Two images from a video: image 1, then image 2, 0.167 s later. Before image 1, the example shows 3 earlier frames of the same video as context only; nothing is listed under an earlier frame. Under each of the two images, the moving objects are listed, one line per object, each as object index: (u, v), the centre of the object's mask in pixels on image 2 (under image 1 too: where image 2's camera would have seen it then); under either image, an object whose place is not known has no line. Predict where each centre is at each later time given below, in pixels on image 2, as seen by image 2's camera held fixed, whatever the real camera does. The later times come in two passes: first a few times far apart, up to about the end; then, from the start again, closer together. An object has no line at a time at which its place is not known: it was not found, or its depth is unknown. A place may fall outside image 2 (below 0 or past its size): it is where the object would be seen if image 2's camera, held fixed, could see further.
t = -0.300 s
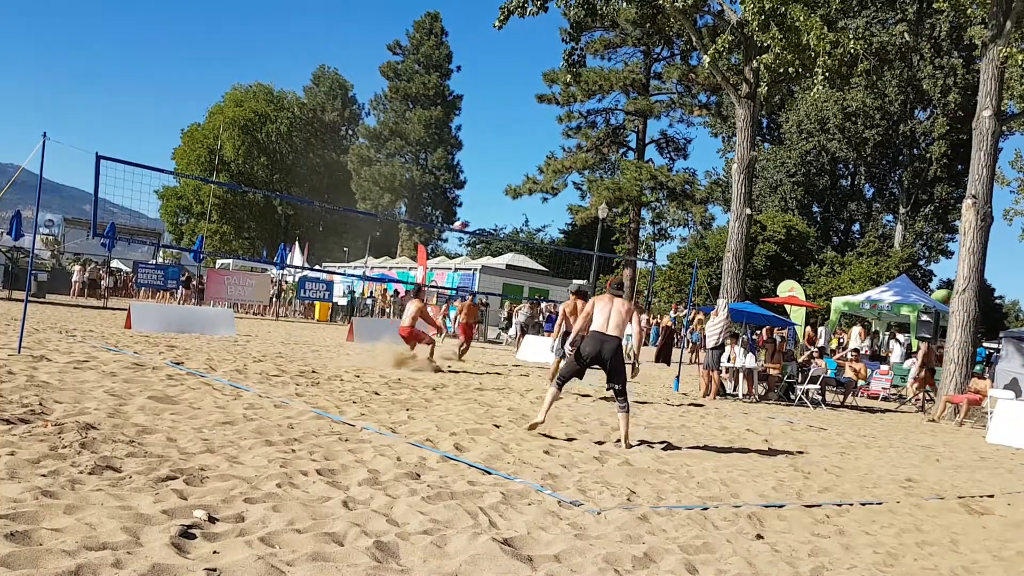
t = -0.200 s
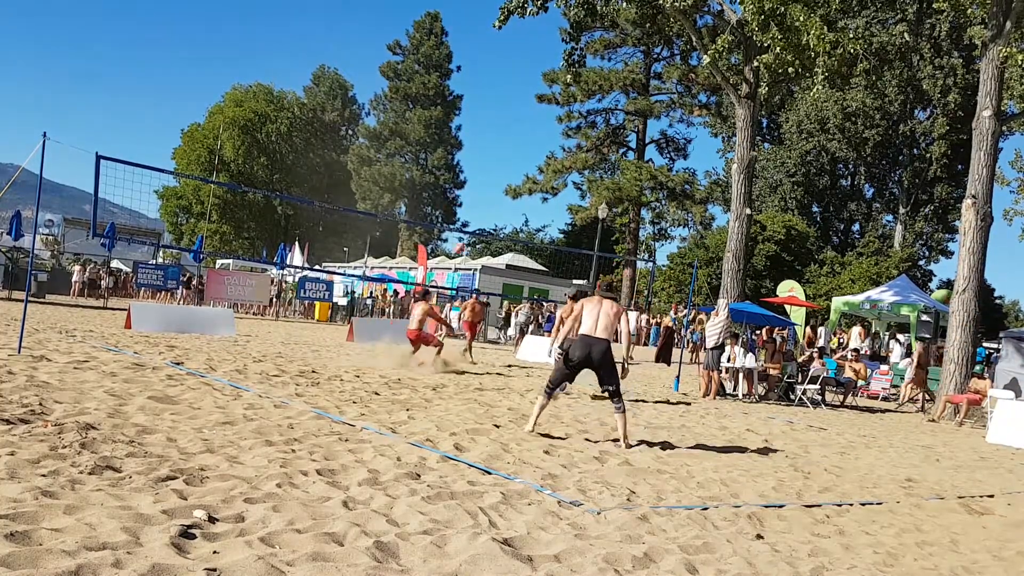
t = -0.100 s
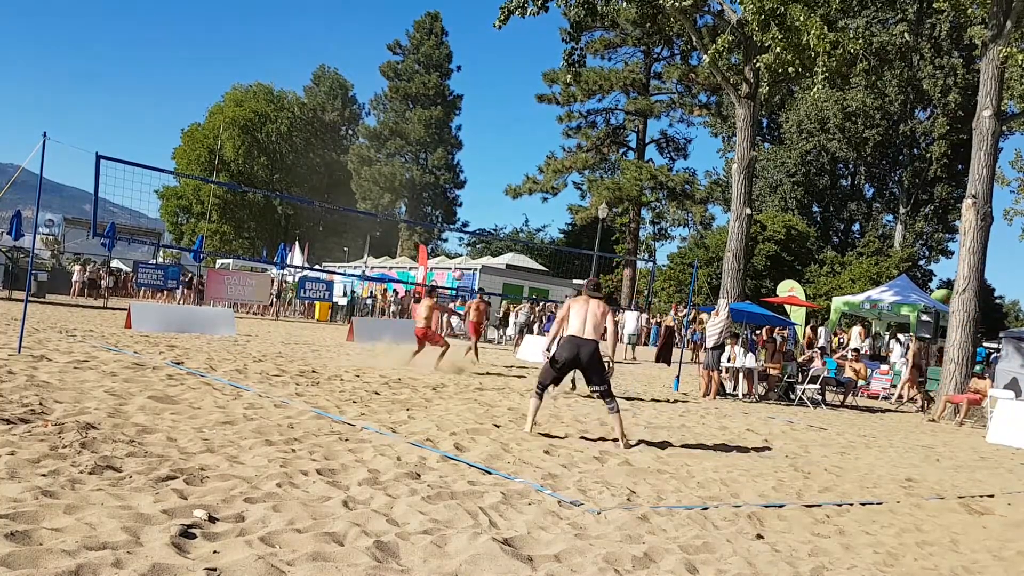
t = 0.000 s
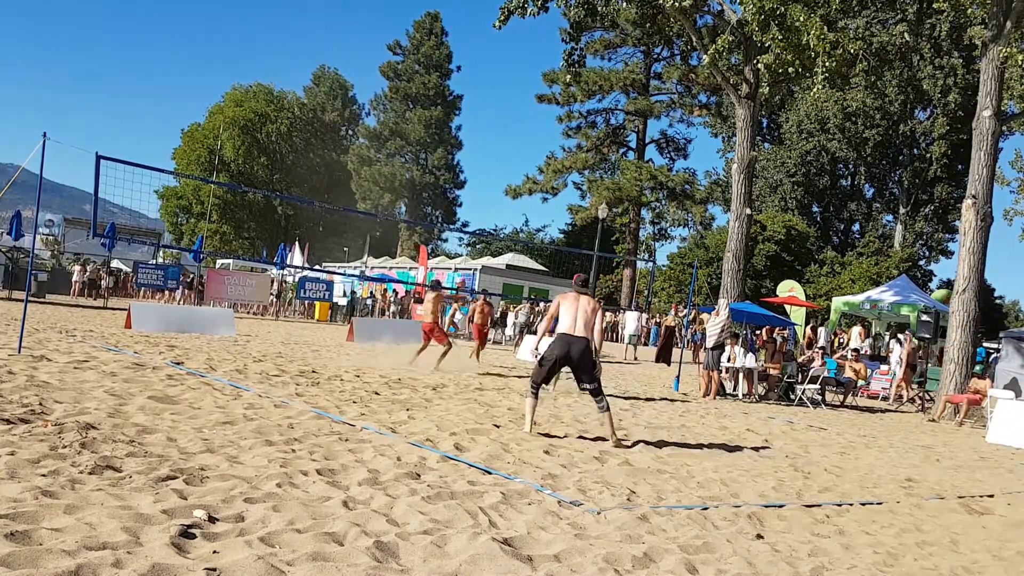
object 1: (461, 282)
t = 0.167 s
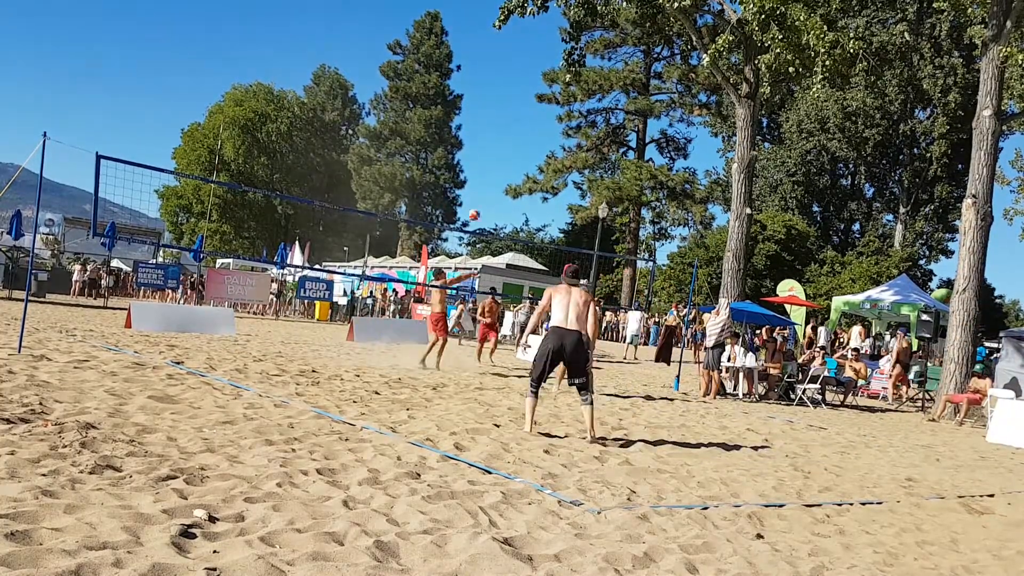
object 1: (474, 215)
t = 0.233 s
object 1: (478, 192)
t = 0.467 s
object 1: (491, 129)
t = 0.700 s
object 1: (500, 96)
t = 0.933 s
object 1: (505, 92)
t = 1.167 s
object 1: (505, 118)
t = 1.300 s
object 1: (503, 146)
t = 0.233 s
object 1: (478, 192)
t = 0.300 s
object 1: (482, 171)
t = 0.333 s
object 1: (484, 161)
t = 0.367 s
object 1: (486, 152)
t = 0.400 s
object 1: (488, 144)
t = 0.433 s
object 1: (489, 136)
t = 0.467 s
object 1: (491, 129)
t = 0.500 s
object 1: (492, 123)
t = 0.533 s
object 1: (493, 117)
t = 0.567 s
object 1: (495, 112)
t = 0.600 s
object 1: (496, 107)
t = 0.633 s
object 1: (497, 103)
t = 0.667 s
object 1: (499, 99)
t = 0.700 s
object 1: (500, 96)
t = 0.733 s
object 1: (501, 94)
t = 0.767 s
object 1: (502, 92)
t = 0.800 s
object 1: (503, 91)
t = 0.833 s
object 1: (503, 91)
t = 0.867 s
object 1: (503, 91)
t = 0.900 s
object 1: (504, 91)
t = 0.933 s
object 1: (505, 92)
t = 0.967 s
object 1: (505, 94)
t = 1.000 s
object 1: (505, 97)
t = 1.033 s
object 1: (505, 100)
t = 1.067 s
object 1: (505, 104)
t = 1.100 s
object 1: (505, 108)
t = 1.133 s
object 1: (505, 113)
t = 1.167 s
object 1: (505, 118)
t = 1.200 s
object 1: (505, 125)
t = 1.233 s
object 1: (504, 131)
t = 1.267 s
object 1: (504, 138)
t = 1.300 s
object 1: (503, 146)
